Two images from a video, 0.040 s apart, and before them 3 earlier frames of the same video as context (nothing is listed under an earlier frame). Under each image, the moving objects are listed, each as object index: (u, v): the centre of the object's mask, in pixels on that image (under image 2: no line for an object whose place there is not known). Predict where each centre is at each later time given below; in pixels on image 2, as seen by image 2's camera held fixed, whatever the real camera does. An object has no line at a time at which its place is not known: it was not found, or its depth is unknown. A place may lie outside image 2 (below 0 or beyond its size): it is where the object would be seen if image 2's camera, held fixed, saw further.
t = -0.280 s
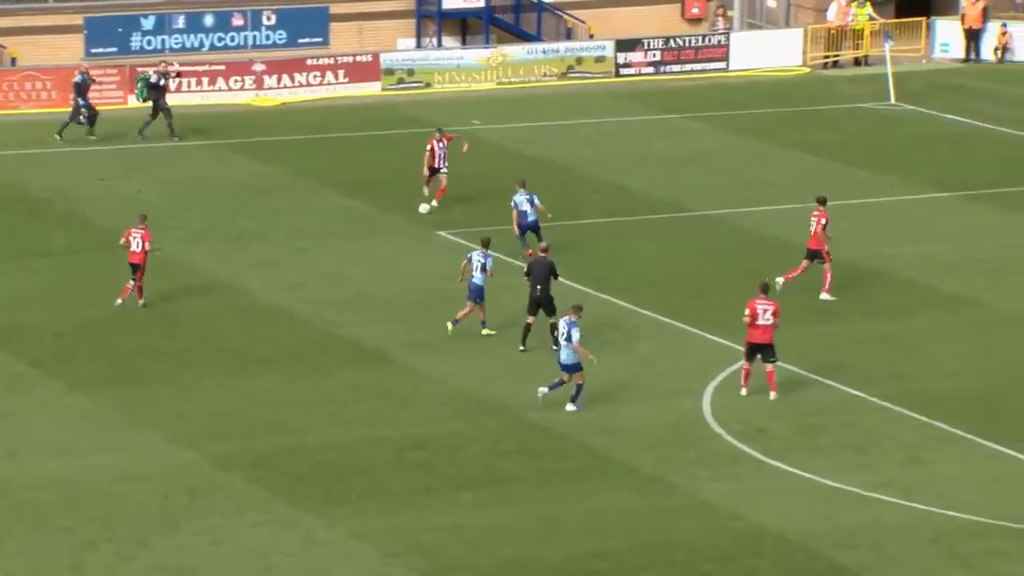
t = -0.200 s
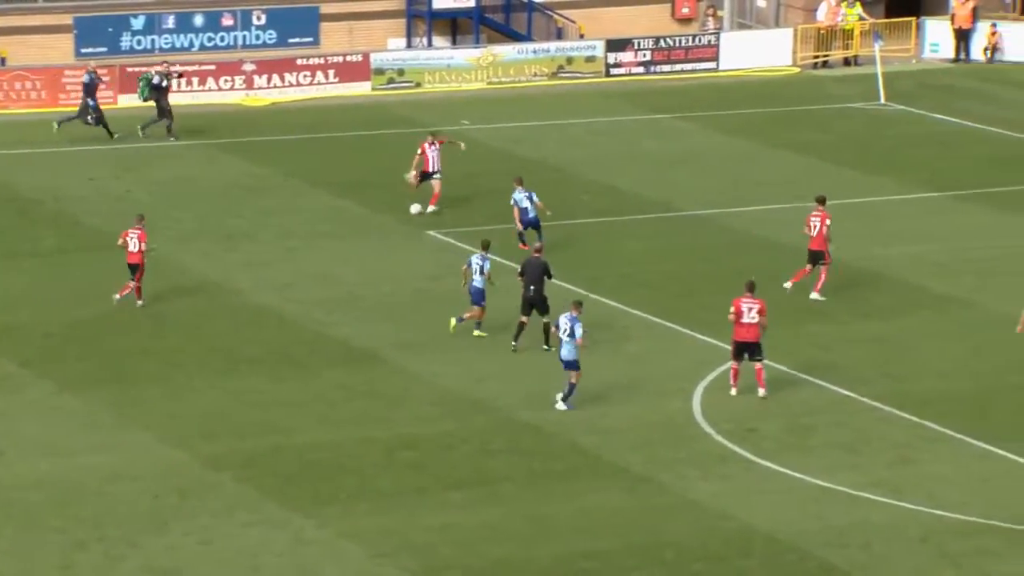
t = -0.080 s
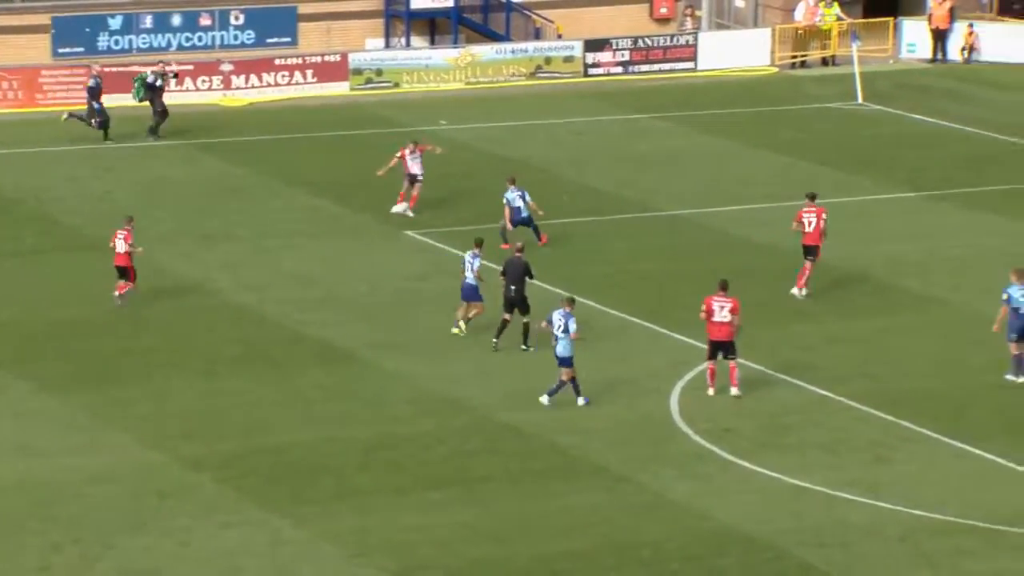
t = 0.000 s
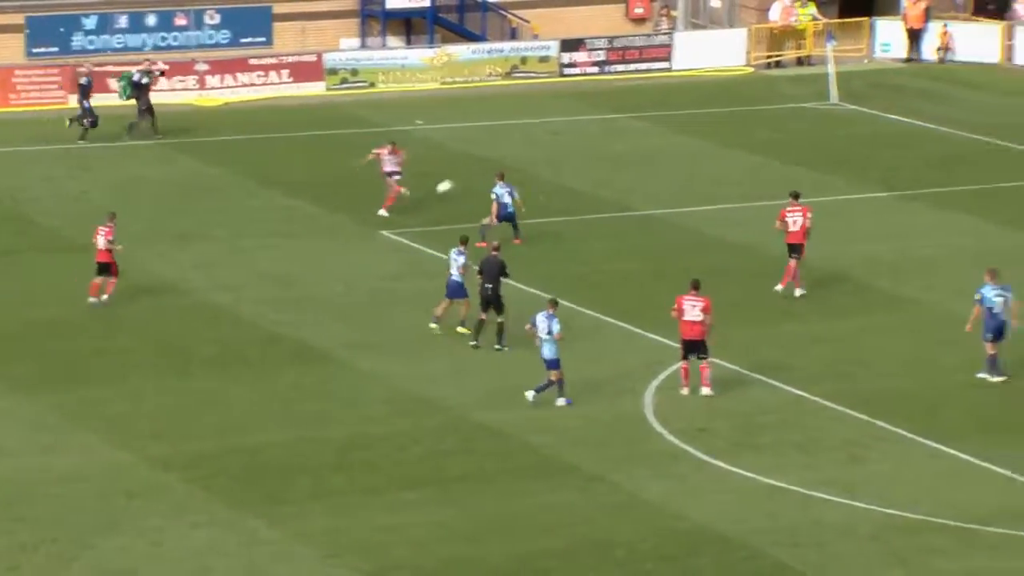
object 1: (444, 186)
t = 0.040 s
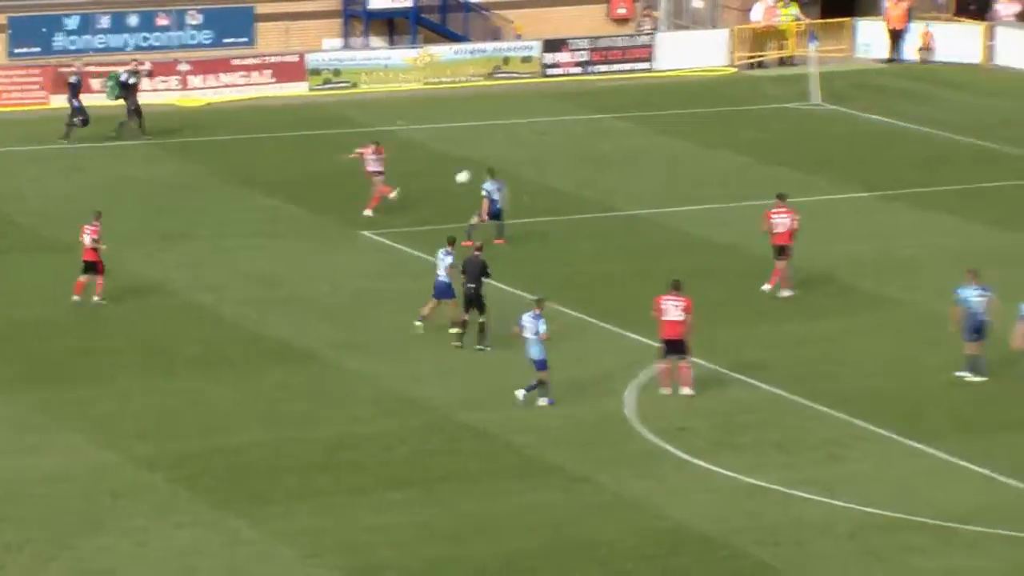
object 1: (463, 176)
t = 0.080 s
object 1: (503, 165)
